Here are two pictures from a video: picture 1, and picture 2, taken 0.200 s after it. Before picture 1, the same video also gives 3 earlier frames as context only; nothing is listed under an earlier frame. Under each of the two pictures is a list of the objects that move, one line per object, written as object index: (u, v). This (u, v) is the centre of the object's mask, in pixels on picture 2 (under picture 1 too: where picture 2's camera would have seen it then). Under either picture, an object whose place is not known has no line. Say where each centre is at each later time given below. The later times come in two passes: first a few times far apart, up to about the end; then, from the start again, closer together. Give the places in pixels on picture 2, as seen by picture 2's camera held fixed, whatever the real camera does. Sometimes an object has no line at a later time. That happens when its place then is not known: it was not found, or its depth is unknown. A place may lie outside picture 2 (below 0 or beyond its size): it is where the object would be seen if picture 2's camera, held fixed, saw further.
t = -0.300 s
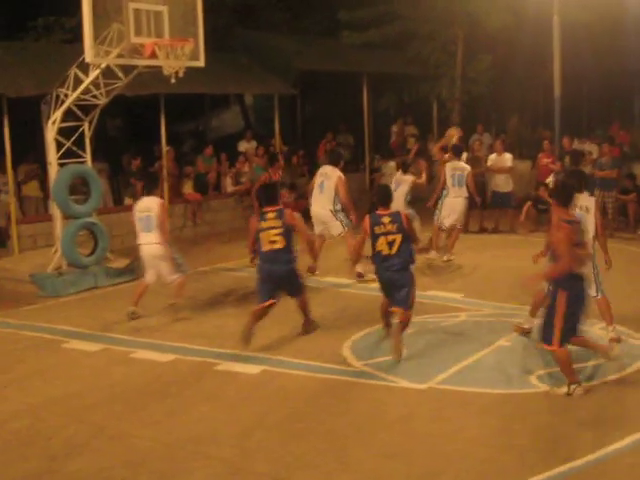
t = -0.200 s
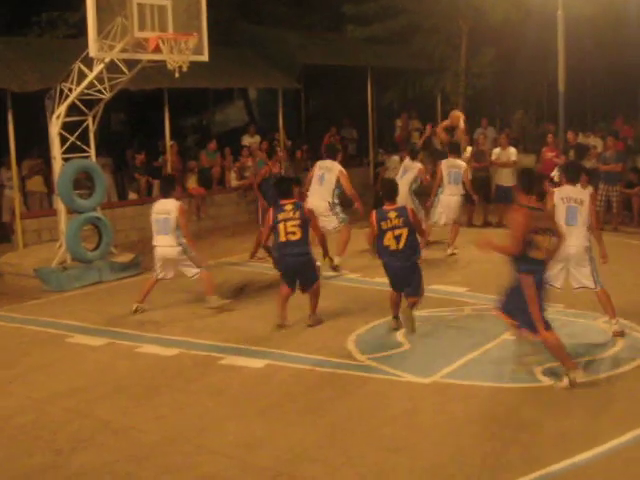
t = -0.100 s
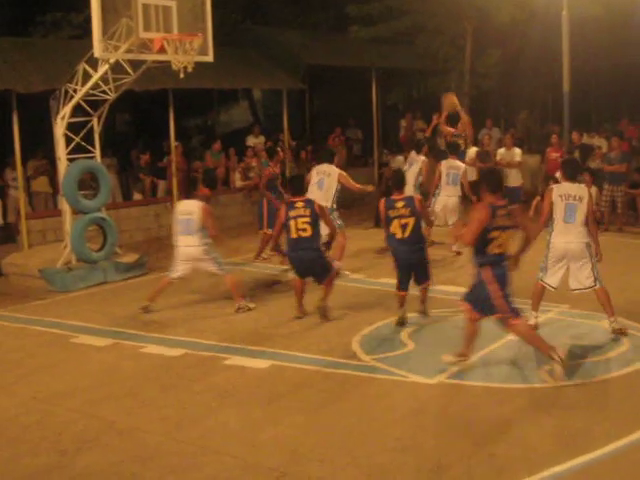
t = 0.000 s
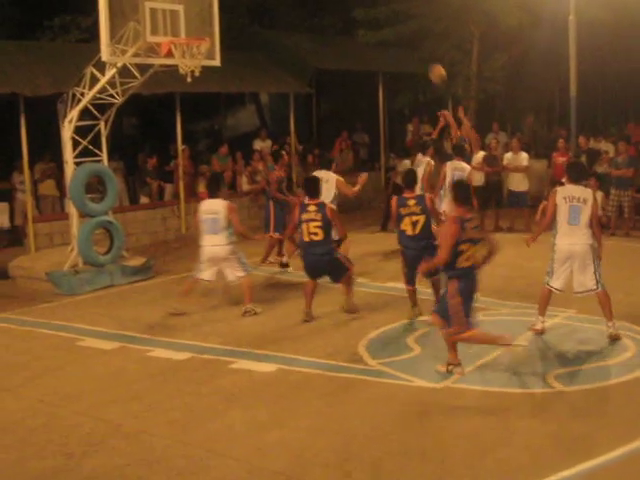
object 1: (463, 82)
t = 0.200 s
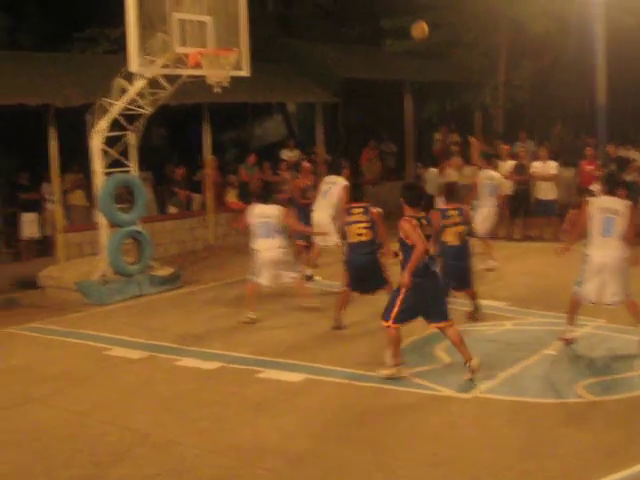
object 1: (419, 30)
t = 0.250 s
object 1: (407, 20)
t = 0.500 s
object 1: (345, -5)
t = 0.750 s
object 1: (272, 17)
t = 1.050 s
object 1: (182, 40)
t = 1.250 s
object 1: (127, 74)
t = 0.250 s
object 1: (407, 20)
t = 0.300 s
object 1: (396, 12)
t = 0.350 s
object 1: (383, 5)
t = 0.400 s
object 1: (371, 0)
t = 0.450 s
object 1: (358, -3)
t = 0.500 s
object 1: (345, -5)
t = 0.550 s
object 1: (331, -4)
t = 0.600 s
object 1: (318, -2)
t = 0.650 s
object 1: (302, 2)
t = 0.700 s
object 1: (288, 8)
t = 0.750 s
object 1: (272, 17)
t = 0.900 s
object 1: (224, 37)
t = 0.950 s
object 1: (210, 37)
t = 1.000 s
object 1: (197, 37)
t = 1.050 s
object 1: (182, 40)
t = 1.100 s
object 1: (167, 45)
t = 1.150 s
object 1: (155, 52)
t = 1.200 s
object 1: (140, 64)
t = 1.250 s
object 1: (127, 74)
